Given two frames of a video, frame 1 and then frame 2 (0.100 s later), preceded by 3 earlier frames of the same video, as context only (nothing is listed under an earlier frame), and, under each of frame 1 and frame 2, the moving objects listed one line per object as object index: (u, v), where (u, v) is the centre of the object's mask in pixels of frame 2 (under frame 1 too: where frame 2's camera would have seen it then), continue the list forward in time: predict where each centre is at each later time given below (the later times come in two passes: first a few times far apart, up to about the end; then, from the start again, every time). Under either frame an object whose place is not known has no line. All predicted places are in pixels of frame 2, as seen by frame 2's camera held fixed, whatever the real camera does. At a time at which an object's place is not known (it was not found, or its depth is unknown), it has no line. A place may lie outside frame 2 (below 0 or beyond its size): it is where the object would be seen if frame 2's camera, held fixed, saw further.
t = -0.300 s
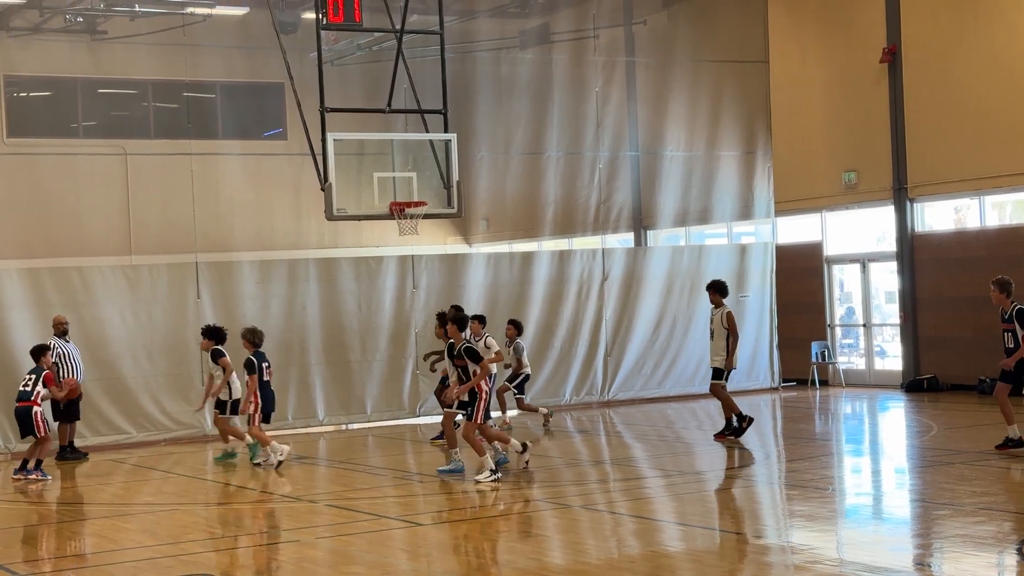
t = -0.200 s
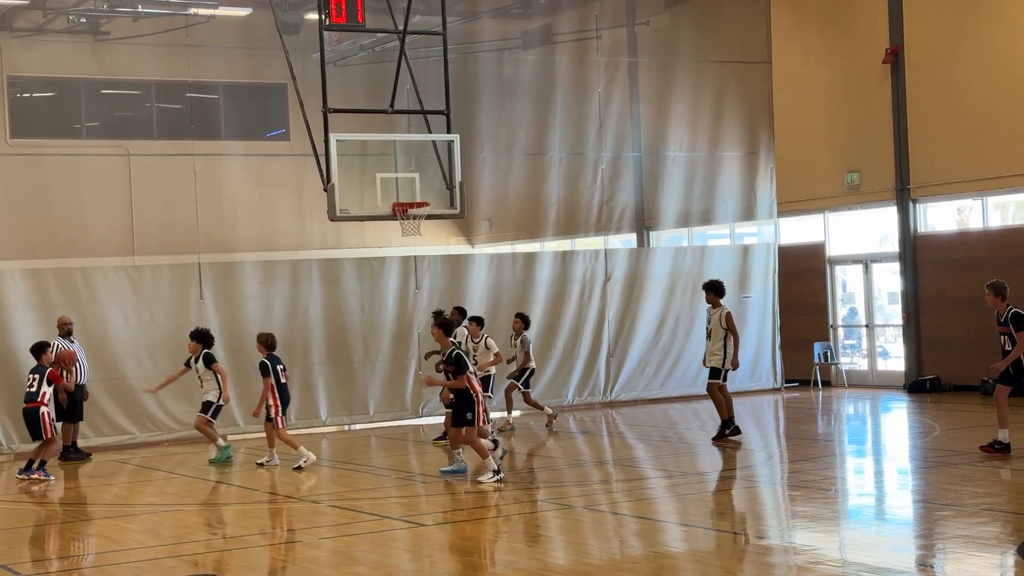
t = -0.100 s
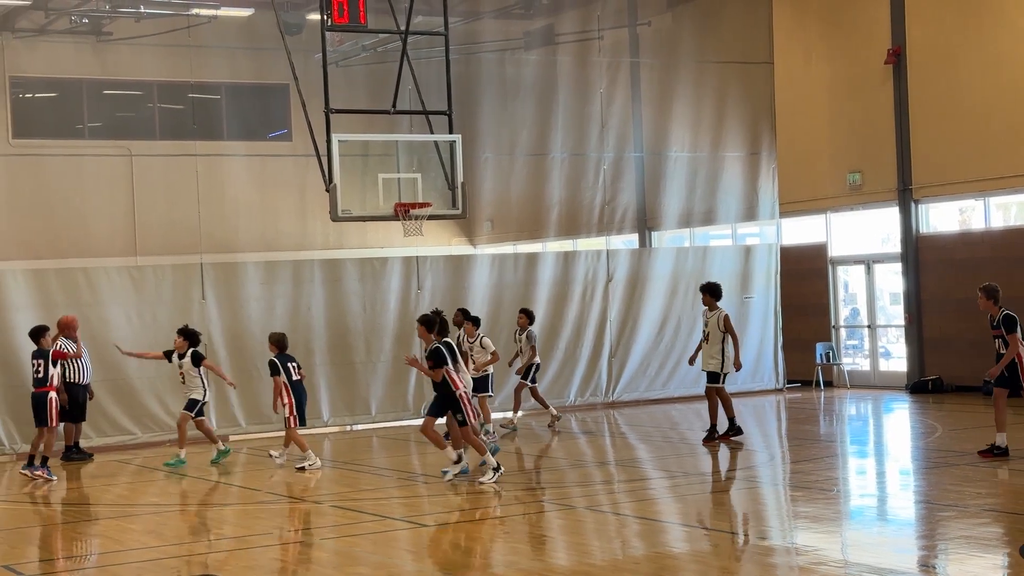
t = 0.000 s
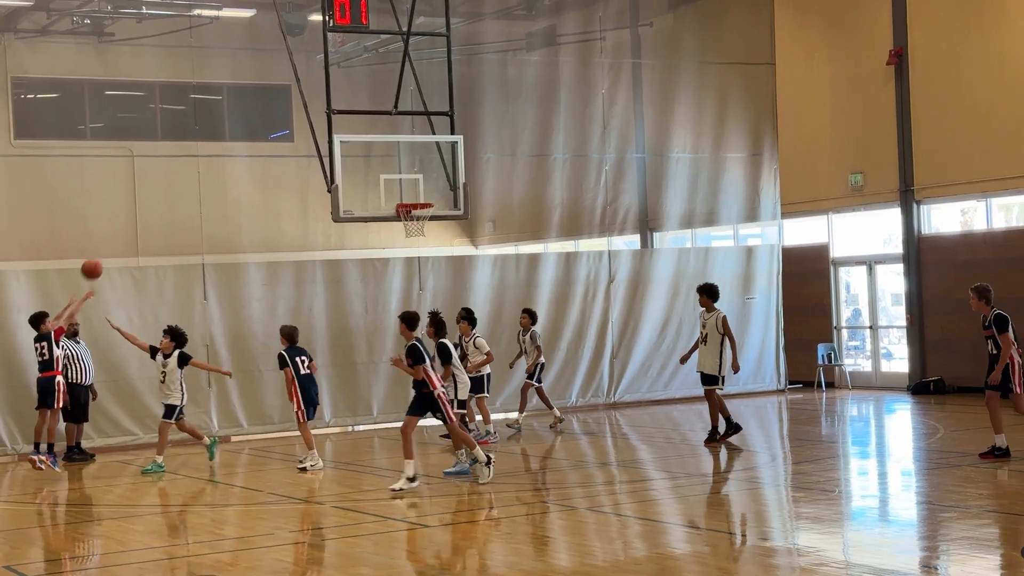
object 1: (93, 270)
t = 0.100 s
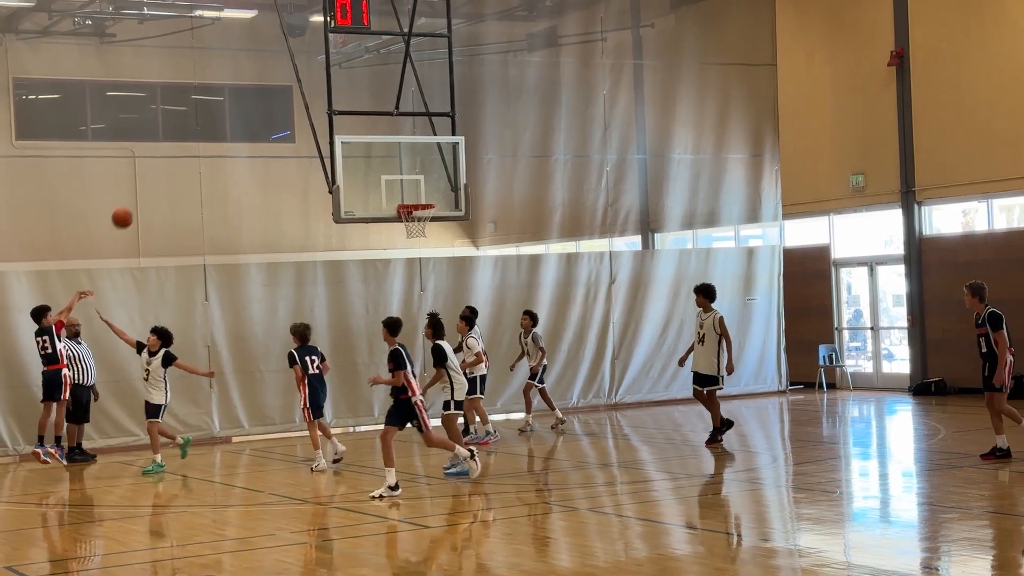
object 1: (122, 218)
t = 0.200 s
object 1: (151, 175)
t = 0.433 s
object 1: (218, 110)
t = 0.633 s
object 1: (273, 92)
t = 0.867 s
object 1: (336, 111)
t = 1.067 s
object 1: (389, 159)
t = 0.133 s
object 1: (132, 203)
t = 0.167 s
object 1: (142, 188)
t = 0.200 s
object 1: (151, 175)
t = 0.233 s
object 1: (161, 163)
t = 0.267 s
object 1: (171, 151)
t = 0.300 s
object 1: (180, 141)
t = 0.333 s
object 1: (190, 132)
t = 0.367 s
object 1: (199, 124)
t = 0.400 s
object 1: (208, 117)
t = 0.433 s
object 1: (218, 110)
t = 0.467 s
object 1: (227, 105)
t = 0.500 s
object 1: (236, 101)
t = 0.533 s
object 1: (245, 98)
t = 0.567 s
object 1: (255, 95)
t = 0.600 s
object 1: (264, 93)
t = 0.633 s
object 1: (273, 92)
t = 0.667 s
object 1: (282, 92)
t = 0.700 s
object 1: (291, 93)
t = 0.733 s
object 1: (300, 95)
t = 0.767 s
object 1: (309, 98)
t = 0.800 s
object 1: (318, 101)
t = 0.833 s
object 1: (327, 105)
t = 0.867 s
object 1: (336, 111)
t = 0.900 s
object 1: (345, 117)
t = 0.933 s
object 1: (354, 124)
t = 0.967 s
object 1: (363, 131)
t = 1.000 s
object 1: (372, 139)
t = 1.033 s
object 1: (381, 149)
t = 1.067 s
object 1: (389, 159)
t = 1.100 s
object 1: (398, 169)
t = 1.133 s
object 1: (407, 181)
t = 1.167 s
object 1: (416, 193)
